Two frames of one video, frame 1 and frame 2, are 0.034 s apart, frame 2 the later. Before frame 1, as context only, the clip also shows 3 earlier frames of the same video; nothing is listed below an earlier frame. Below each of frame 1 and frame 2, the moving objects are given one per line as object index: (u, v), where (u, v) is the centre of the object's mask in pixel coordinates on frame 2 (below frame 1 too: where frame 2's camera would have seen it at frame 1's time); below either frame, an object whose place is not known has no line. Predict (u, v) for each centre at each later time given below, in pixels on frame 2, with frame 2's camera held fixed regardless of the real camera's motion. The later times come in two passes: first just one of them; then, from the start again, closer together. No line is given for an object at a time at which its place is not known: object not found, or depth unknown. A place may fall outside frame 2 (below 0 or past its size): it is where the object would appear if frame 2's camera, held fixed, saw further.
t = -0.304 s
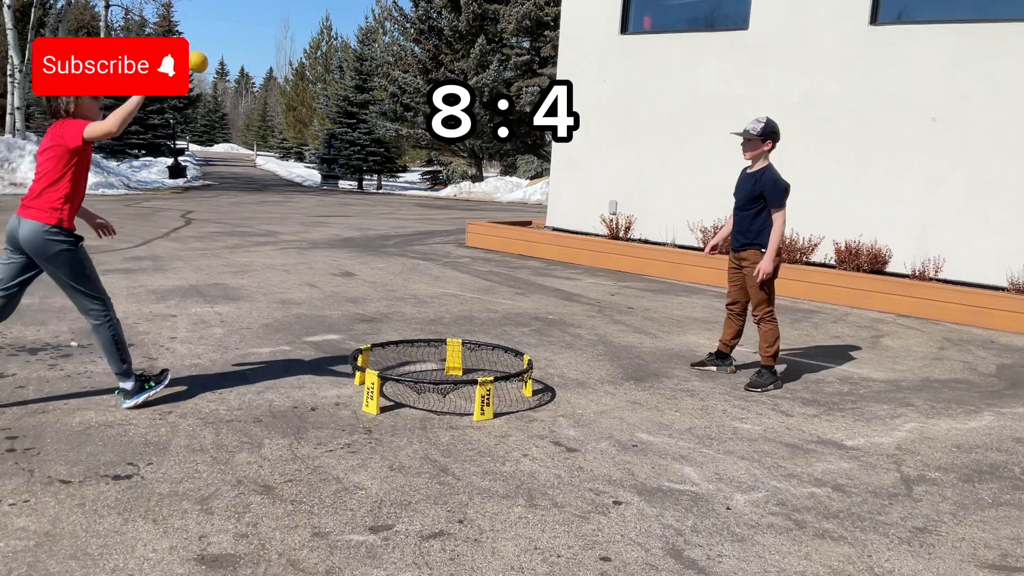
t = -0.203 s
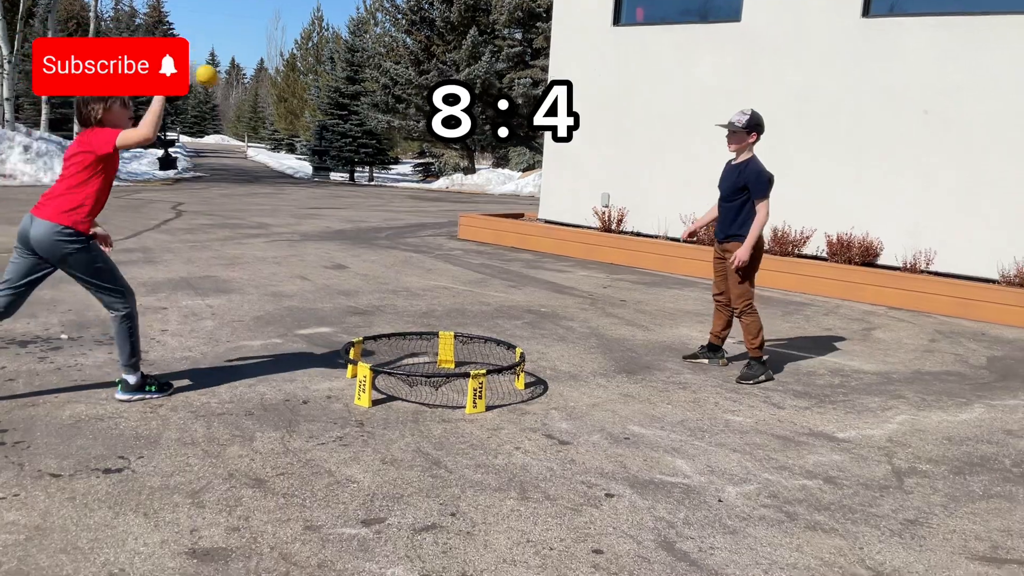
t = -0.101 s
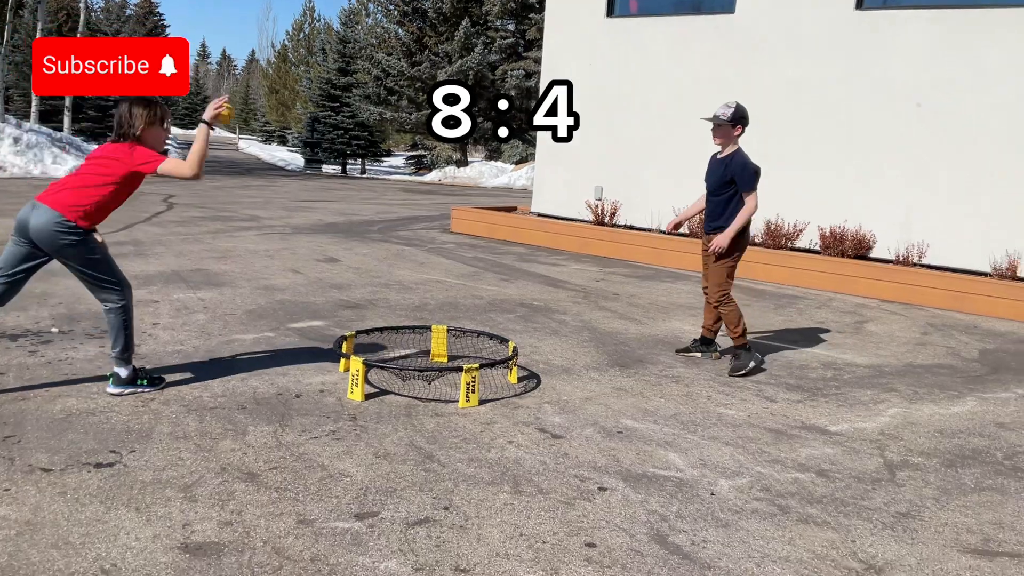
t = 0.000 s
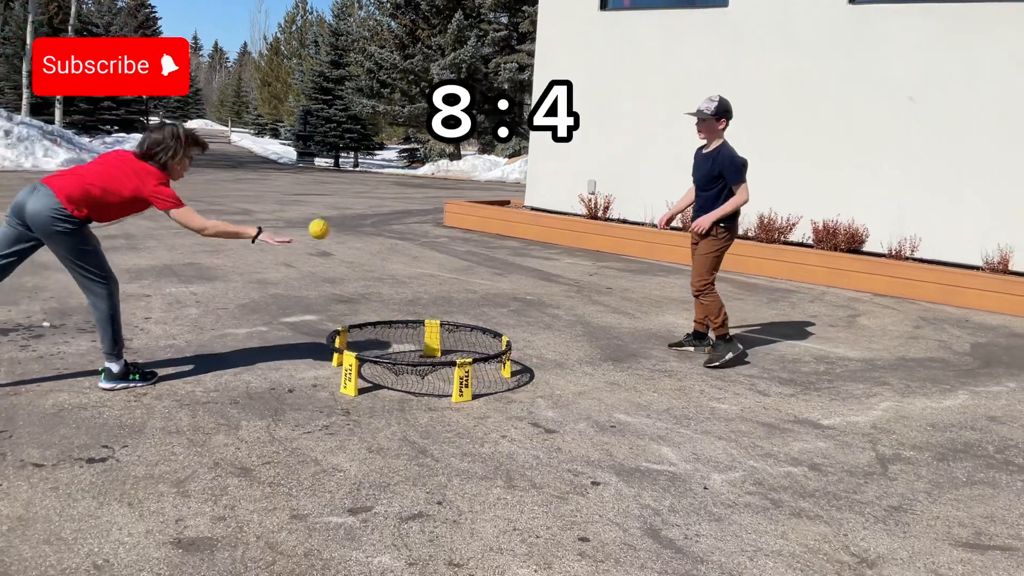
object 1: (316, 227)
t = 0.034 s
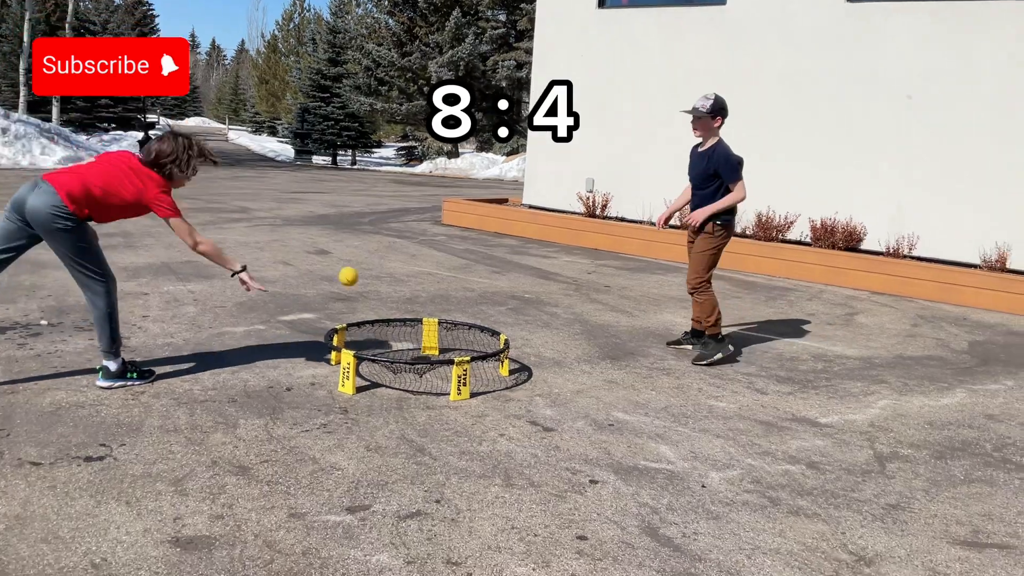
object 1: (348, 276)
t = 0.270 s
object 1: (473, 193)
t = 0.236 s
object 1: (458, 217)
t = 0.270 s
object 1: (473, 193)
